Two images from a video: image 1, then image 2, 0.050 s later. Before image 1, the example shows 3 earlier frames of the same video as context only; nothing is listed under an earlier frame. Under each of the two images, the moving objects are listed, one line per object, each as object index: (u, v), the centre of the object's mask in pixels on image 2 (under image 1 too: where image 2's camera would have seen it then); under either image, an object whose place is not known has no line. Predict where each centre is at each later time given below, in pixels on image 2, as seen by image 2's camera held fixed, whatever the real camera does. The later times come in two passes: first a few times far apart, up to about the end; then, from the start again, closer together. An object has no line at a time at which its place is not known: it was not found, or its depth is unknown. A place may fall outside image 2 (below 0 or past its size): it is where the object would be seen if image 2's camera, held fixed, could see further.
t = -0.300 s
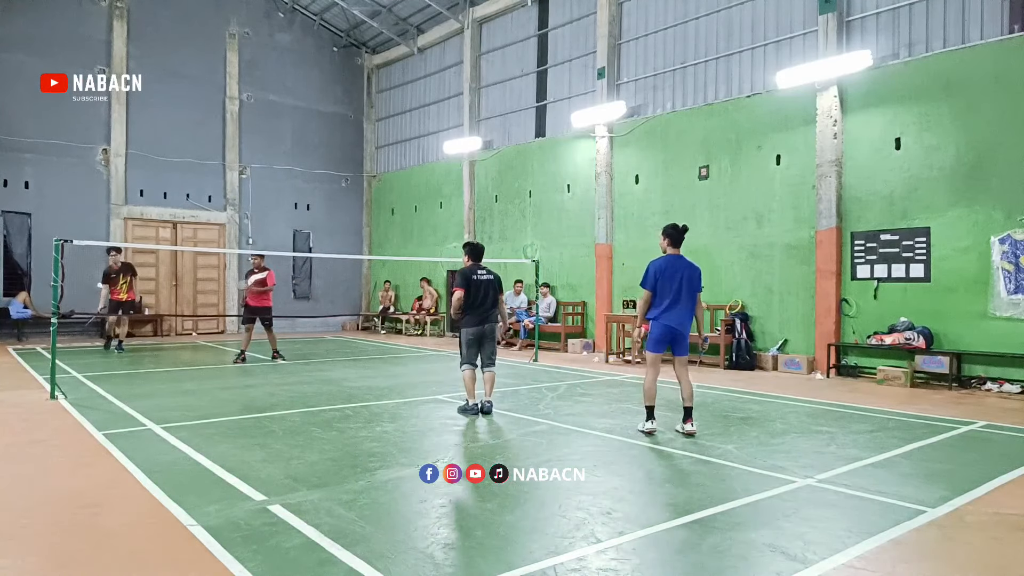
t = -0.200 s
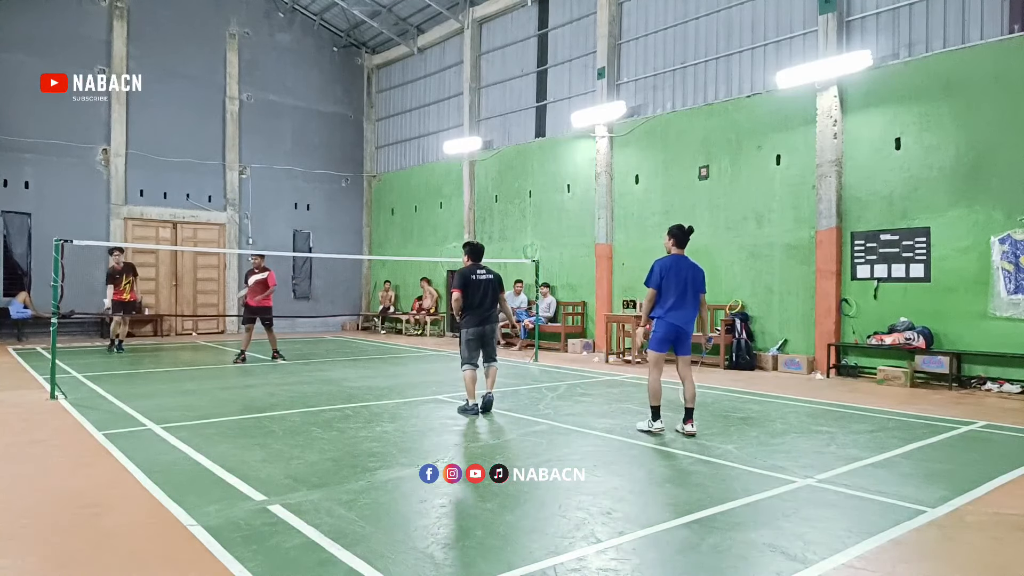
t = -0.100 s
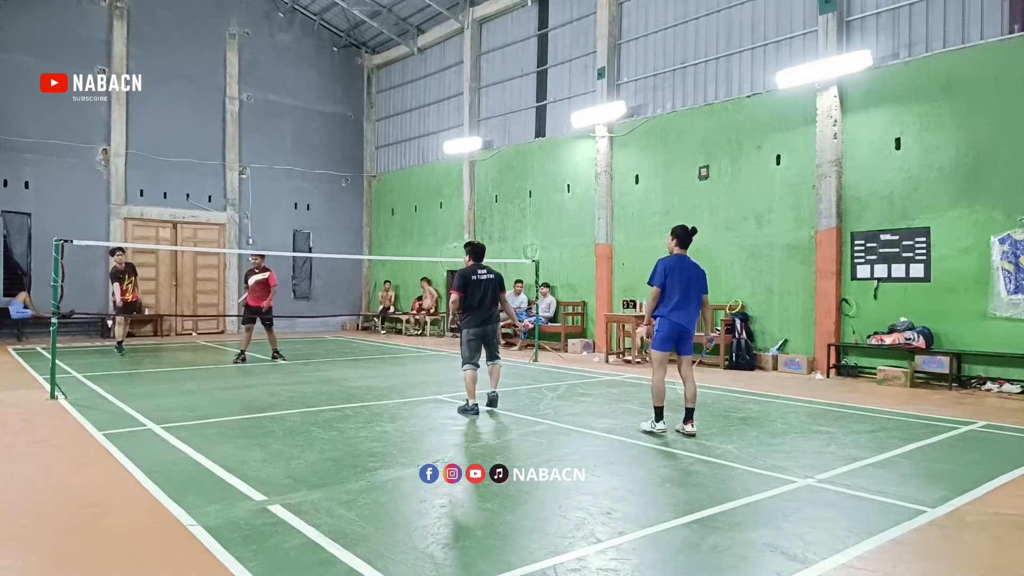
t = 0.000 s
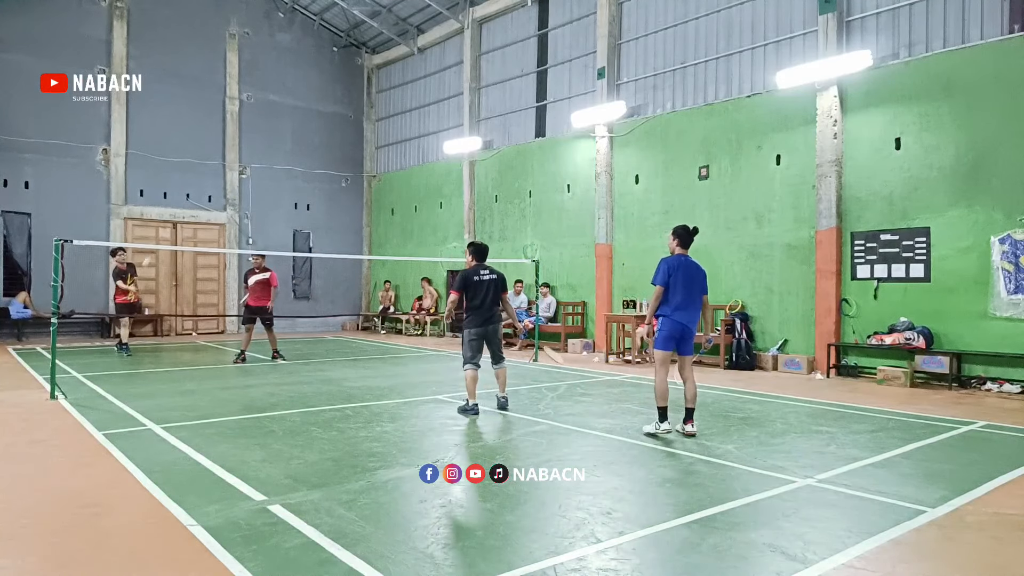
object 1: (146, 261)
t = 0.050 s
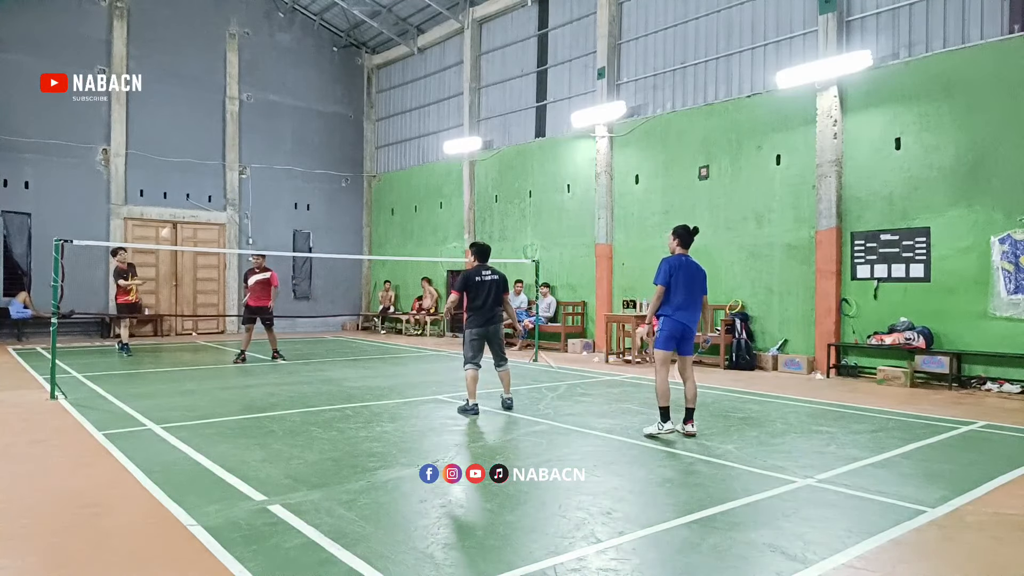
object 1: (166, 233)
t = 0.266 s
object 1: (232, 137)
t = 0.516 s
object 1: (296, 84)
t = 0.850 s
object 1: (369, 103)
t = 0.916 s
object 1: (381, 118)
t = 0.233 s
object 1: (222, 148)
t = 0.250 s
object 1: (227, 142)
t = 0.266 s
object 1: (232, 137)
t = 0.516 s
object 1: (296, 84)
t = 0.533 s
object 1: (300, 83)
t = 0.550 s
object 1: (304, 82)
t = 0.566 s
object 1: (307, 81)
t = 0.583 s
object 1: (312, 80)
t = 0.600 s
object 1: (316, 79)
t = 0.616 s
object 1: (319, 78)
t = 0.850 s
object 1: (369, 103)
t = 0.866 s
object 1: (372, 107)
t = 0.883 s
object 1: (375, 111)
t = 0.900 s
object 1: (378, 115)
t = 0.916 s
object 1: (381, 118)
